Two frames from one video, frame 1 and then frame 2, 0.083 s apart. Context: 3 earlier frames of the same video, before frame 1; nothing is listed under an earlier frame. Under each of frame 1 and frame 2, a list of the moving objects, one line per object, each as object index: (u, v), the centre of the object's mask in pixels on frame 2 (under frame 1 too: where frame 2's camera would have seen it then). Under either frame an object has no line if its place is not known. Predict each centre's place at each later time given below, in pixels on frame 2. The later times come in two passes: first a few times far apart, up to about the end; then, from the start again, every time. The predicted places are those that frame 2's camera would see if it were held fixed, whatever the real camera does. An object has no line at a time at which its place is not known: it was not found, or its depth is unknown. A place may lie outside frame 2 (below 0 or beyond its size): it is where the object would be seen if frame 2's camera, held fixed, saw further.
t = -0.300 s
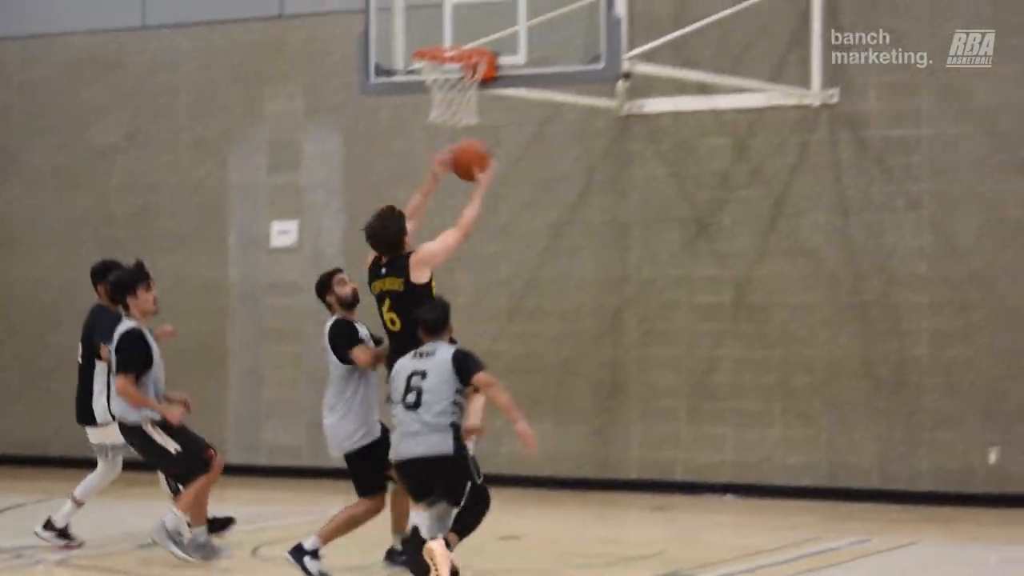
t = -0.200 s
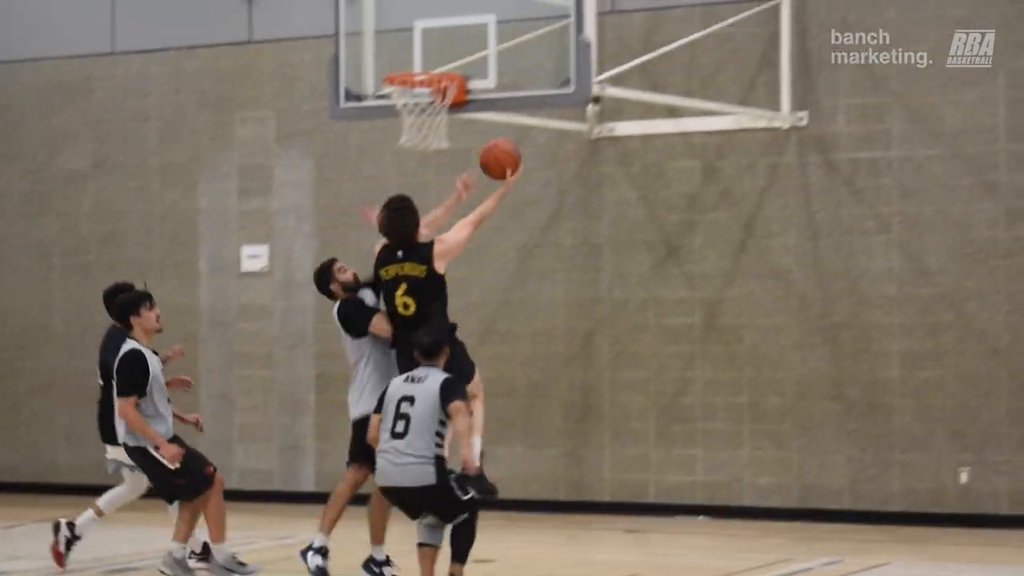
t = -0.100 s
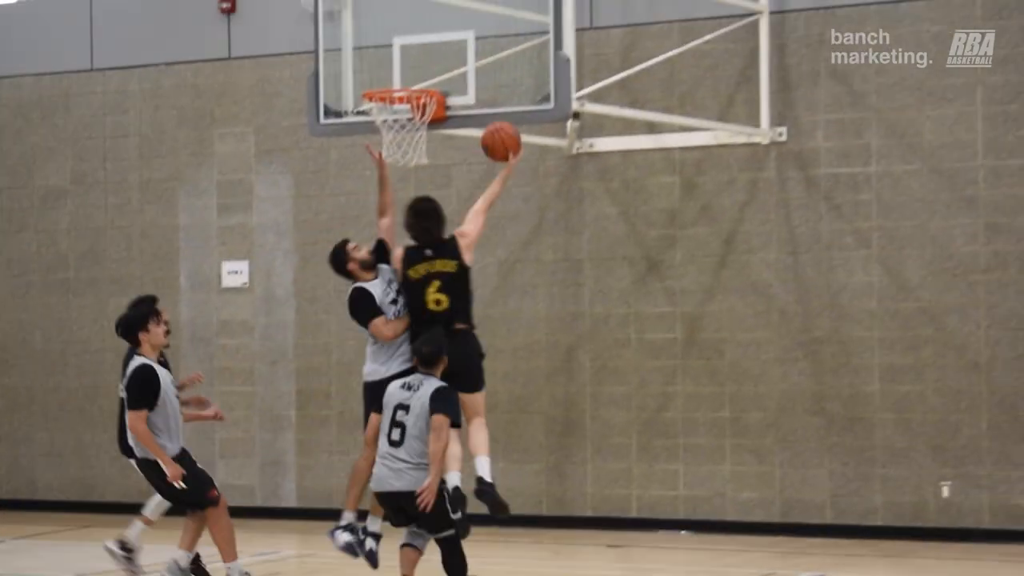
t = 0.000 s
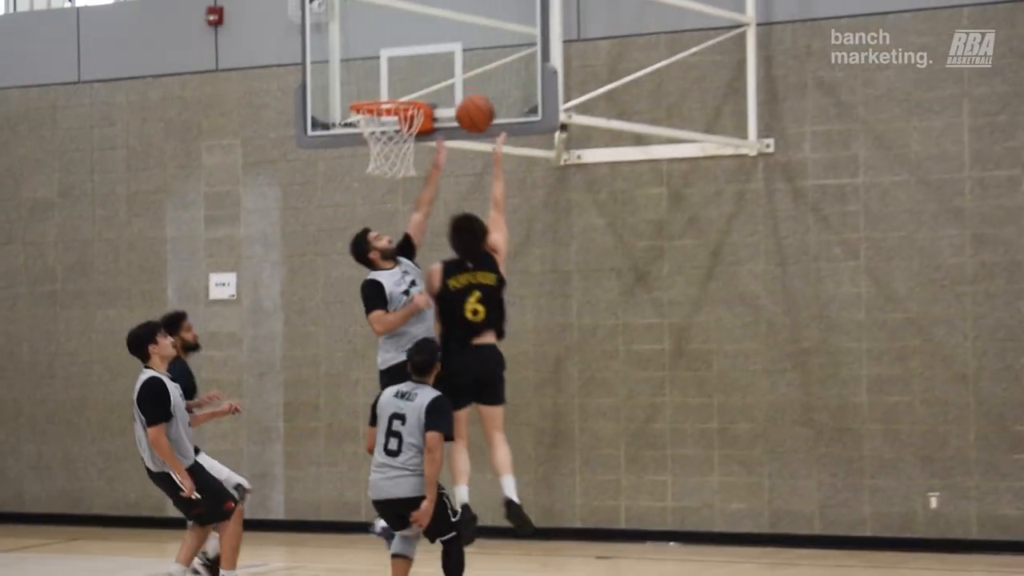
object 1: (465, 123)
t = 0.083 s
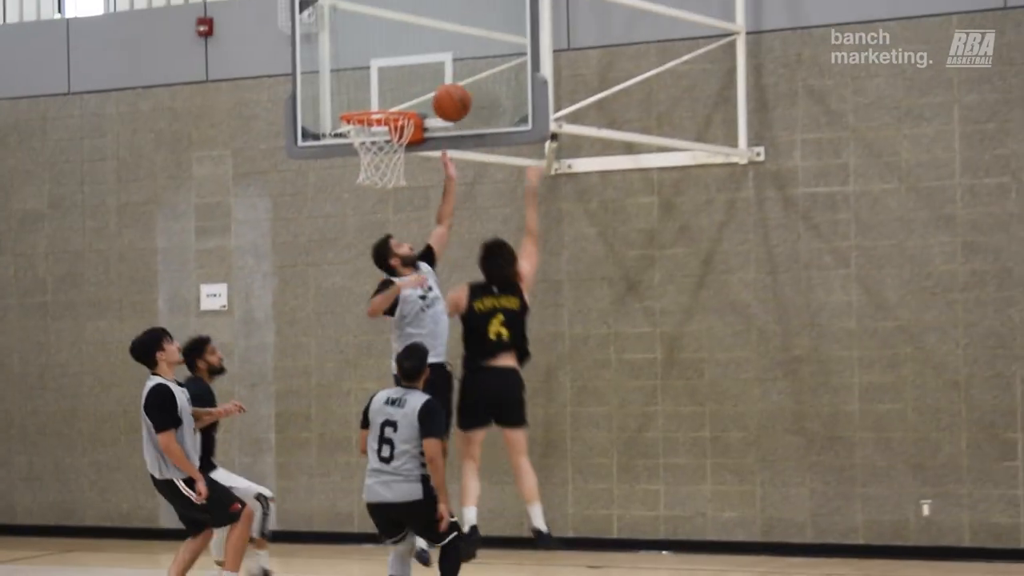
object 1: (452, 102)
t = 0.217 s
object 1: (411, 90)
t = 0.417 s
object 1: (369, 95)
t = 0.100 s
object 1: (449, 100)
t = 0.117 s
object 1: (446, 97)
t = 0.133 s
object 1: (443, 96)
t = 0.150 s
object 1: (436, 94)
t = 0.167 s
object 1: (430, 92)
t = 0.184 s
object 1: (424, 91)
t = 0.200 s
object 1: (417, 90)
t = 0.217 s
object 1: (411, 90)
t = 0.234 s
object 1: (404, 90)
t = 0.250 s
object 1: (398, 91)
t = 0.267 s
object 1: (391, 91)
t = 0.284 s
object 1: (384, 92)
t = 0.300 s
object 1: (378, 93)
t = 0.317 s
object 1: (371, 95)
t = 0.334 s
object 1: (365, 97)
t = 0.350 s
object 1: (359, 99)
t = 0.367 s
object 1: (361, 98)
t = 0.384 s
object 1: (364, 96)
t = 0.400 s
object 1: (366, 95)
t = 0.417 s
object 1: (369, 95)
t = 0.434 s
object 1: (372, 95)
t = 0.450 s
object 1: (374, 95)
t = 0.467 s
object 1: (377, 96)
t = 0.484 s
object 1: (380, 96)
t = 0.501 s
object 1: (382, 96)
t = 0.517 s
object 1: (384, 97)
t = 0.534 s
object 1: (387, 99)
